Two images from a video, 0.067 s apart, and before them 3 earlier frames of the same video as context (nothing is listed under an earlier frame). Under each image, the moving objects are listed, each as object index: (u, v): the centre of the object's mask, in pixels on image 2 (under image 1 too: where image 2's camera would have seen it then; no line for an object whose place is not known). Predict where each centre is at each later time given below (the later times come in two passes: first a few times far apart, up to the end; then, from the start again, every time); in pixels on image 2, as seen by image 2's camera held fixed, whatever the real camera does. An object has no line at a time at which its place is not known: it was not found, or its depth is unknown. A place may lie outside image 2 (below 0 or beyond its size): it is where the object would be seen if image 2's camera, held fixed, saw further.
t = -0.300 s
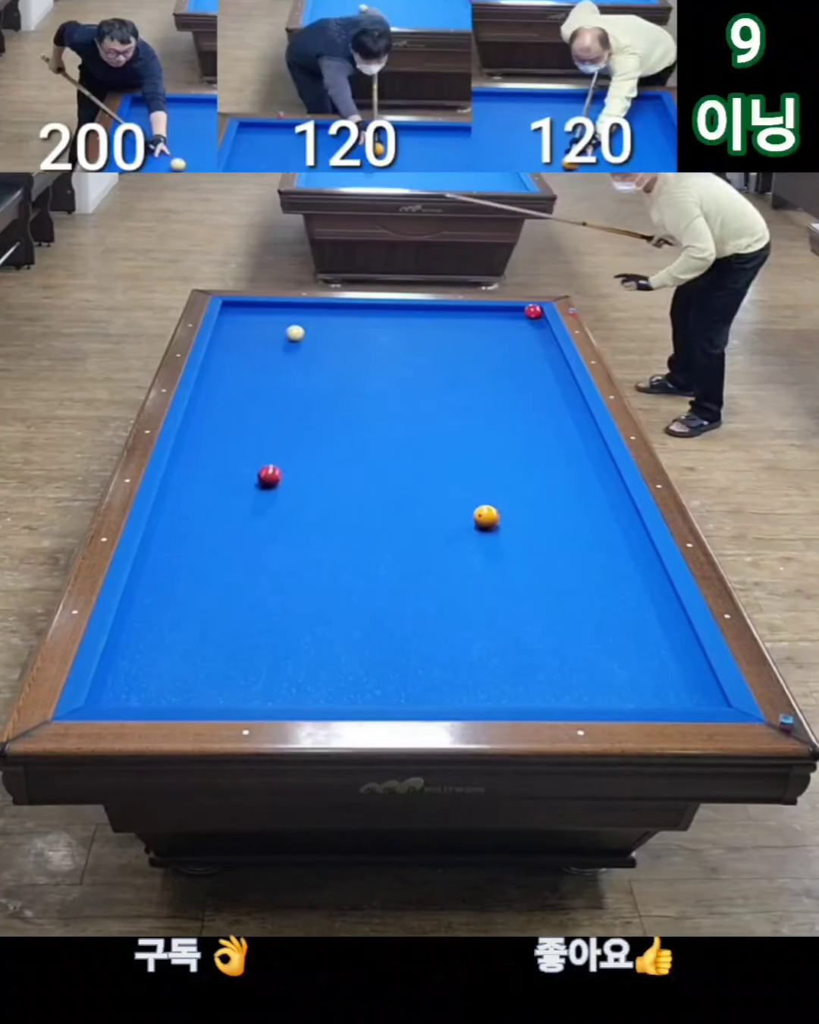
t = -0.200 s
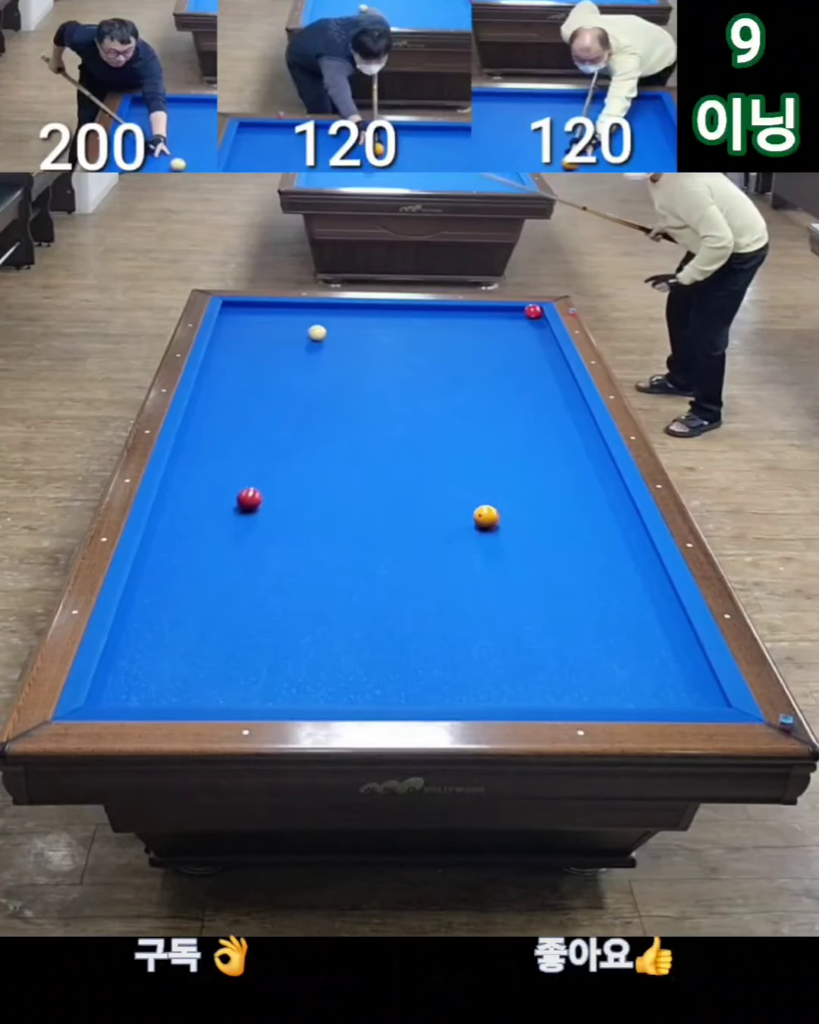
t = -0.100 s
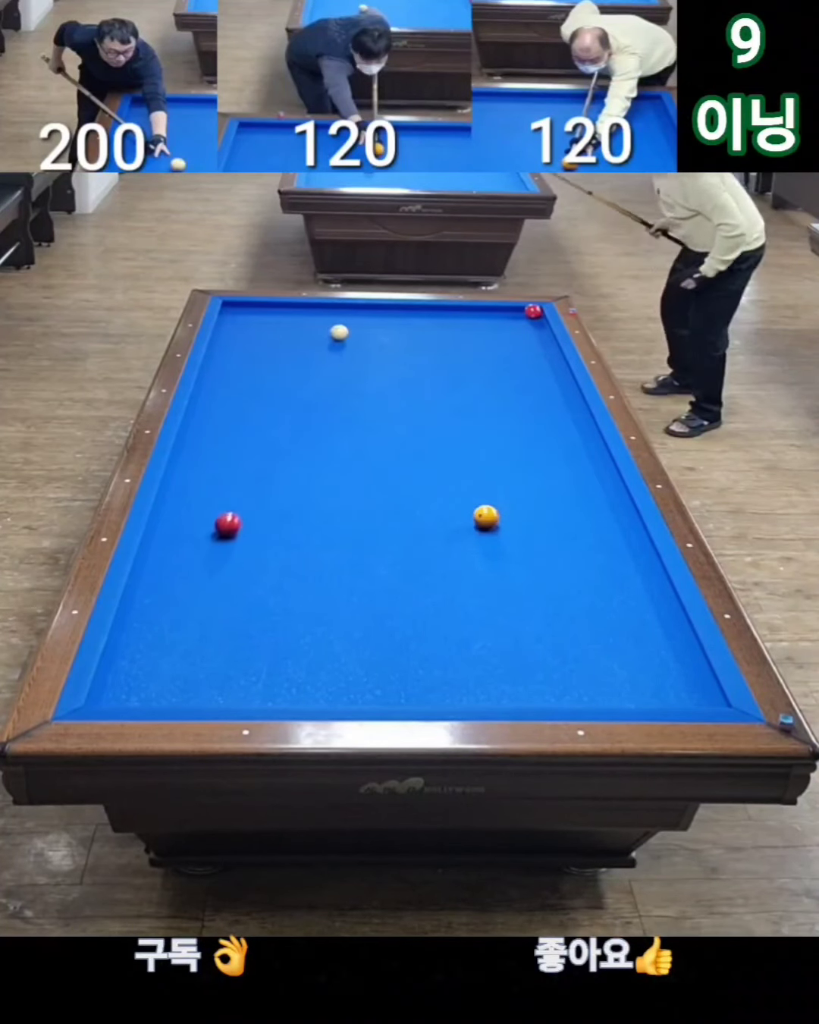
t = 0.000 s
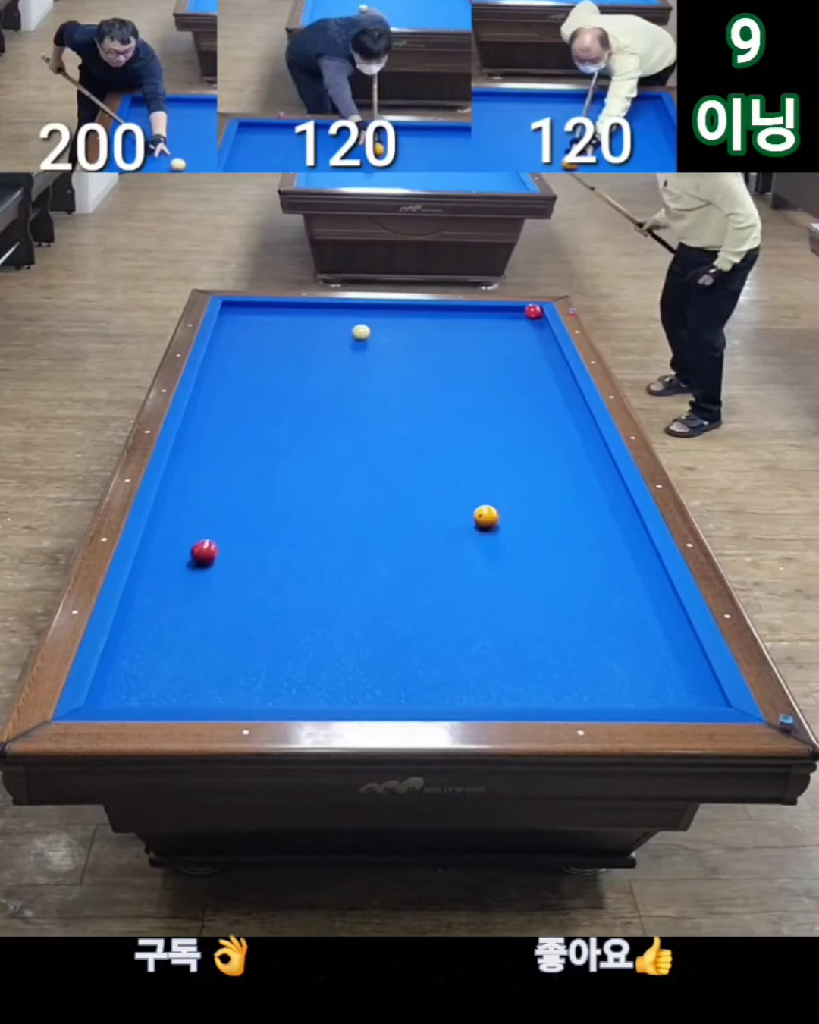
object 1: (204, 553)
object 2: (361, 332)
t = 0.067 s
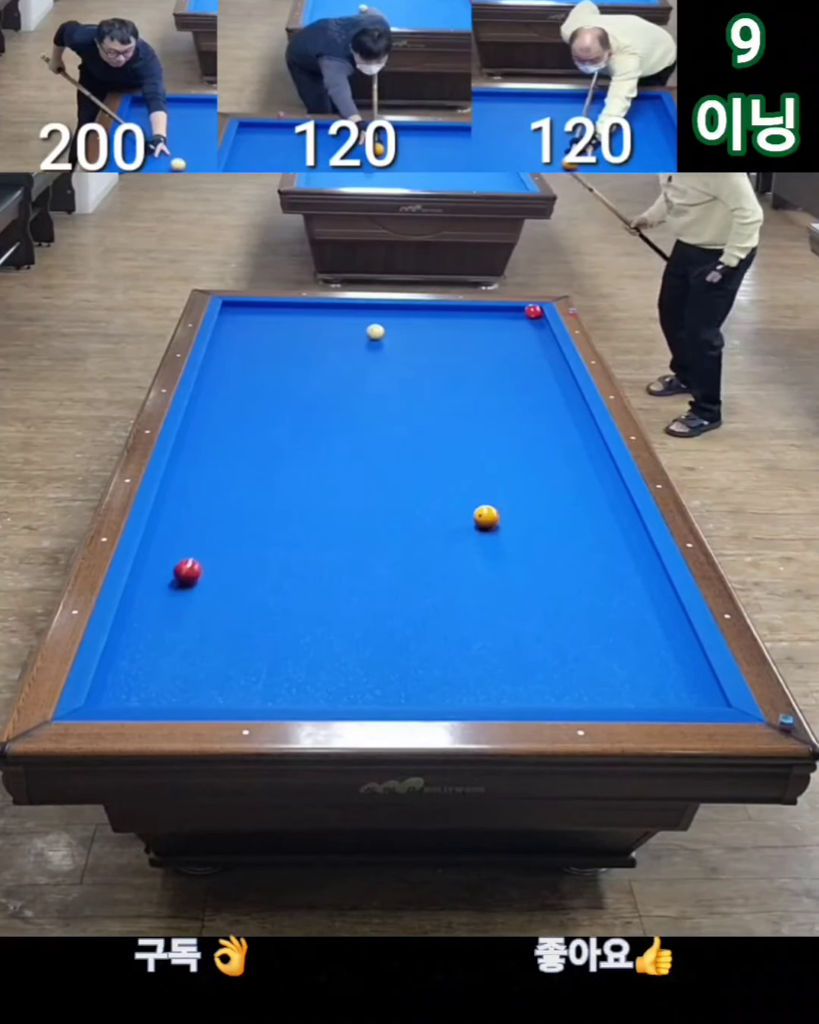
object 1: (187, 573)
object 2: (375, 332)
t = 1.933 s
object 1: (306, 491)
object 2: (437, 323)
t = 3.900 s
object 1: (430, 360)
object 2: (281, 313)
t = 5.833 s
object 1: (495, 320)
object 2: (255, 309)
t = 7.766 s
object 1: (537, 346)
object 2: (270, 309)
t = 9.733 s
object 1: (555, 356)
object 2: (270, 309)
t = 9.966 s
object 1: (556, 357)
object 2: (270, 309)
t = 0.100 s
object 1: (178, 584)
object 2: (382, 332)
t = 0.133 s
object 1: (169, 594)
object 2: (390, 332)
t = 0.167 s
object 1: (160, 605)
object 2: (397, 332)
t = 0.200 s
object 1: (150, 616)
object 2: (404, 332)
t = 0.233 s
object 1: (140, 628)
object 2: (411, 331)
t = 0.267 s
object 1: (130, 639)
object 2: (418, 331)
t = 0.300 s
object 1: (120, 652)
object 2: (425, 331)
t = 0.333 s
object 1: (119, 663)
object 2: (432, 331)
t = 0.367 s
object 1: (120, 674)
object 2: (439, 331)
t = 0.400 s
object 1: (120, 686)
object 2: (445, 331)
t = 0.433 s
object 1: (120, 694)
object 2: (452, 331)
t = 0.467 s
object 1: (125, 693)
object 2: (459, 331)
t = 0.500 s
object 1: (131, 686)
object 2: (466, 331)
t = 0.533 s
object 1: (137, 679)
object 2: (473, 330)
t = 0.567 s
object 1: (143, 672)
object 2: (479, 330)
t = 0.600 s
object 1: (149, 665)
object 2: (486, 330)
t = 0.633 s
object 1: (154, 659)
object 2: (493, 330)
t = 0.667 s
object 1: (159, 654)
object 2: (500, 330)
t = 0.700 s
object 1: (164, 648)
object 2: (506, 330)
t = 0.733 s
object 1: (169, 642)
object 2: (513, 330)
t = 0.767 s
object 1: (174, 637)
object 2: (520, 330)
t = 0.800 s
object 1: (179, 631)
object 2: (526, 330)
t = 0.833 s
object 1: (183, 626)
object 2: (533, 329)
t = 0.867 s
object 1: (188, 621)
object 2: (539, 329)
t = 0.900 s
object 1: (193, 616)
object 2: (543, 329)
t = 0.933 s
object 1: (198, 611)
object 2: (538, 329)
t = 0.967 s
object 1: (202, 606)
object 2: (534, 328)
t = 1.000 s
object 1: (206, 601)
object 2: (530, 328)
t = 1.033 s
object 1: (211, 596)
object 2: (527, 328)
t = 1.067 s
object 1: (215, 591)
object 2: (523, 328)
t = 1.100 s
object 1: (219, 586)
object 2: (520, 328)
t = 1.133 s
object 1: (223, 582)
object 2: (516, 328)
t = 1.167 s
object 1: (228, 577)
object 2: (513, 327)
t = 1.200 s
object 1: (231, 573)
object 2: (509, 327)
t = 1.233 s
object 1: (236, 569)
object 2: (506, 327)
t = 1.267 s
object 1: (240, 564)
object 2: (503, 327)
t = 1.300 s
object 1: (243, 560)
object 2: (499, 326)
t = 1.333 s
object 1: (247, 555)
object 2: (496, 326)
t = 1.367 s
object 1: (251, 551)
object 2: (493, 326)
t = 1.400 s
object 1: (254, 548)
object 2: (489, 326)
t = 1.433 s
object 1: (258, 544)
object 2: (486, 326)
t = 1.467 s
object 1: (262, 540)
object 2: (482, 326)
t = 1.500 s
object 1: (265, 536)
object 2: (479, 325)
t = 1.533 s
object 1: (269, 532)
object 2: (476, 325)
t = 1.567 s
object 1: (272, 529)
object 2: (473, 325)
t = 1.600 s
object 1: (275, 525)
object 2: (469, 325)
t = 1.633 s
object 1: (278, 521)
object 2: (466, 325)
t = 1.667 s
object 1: (282, 518)
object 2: (463, 325)
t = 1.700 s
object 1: (285, 514)
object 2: (460, 325)
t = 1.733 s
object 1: (288, 511)
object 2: (457, 324)
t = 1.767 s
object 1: (291, 507)
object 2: (453, 324)
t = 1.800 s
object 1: (294, 504)
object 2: (450, 324)
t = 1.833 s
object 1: (297, 501)
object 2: (447, 324)
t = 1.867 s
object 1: (301, 497)
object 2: (443, 324)
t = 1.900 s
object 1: (303, 494)
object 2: (440, 323)
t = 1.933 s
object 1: (306, 491)
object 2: (437, 323)
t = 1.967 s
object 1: (309, 488)
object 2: (434, 323)
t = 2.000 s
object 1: (312, 485)
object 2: (431, 323)
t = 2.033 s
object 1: (315, 482)
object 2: (428, 322)
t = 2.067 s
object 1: (318, 479)
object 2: (425, 322)
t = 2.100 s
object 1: (320, 476)
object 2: (422, 322)
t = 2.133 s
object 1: (323, 473)
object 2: (419, 322)
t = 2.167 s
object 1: (326, 470)
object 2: (416, 322)
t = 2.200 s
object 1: (328, 467)
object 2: (413, 322)
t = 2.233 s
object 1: (331, 464)
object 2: (410, 321)
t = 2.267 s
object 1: (334, 461)
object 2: (407, 321)
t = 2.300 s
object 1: (336, 459)
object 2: (404, 321)
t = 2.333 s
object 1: (339, 456)
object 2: (401, 321)
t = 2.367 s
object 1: (341, 453)
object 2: (398, 321)
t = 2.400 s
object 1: (344, 451)
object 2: (395, 320)
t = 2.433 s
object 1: (346, 448)
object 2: (392, 320)
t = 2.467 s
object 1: (349, 446)
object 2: (389, 320)
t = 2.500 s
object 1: (351, 443)
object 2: (386, 320)
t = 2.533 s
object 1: (353, 440)
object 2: (384, 320)
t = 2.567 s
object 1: (356, 438)
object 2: (381, 320)
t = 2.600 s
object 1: (358, 435)
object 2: (378, 319)
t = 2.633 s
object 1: (360, 433)
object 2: (375, 319)
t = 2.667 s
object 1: (362, 431)
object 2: (373, 319)
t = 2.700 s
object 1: (365, 428)
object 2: (370, 319)
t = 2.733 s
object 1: (367, 426)
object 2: (367, 319)
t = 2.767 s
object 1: (369, 424)
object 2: (364, 319)
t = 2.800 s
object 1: (371, 422)
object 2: (362, 319)
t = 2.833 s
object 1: (373, 420)
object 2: (359, 318)
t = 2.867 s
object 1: (376, 417)
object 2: (356, 318)
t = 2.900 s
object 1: (377, 415)
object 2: (354, 318)
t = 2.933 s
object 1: (379, 413)
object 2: (351, 318)
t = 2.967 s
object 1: (381, 411)
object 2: (348, 317)
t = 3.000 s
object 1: (383, 409)
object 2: (346, 317)
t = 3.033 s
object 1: (385, 406)
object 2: (343, 317)
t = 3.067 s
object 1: (387, 404)
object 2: (341, 317)
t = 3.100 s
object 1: (389, 402)
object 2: (338, 317)
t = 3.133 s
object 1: (391, 400)
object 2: (335, 316)
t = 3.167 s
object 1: (393, 398)
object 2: (332, 316)
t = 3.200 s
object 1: (395, 396)
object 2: (330, 316)
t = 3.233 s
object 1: (397, 394)
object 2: (328, 316)
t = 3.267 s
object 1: (399, 392)
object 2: (325, 316)
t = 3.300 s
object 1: (400, 390)
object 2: (323, 316)
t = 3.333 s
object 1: (402, 389)
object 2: (320, 316)
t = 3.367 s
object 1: (404, 387)
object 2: (318, 315)
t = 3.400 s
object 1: (406, 385)
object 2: (315, 315)
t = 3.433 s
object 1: (408, 383)
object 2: (313, 315)
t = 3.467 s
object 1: (409, 381)
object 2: (311, 315)
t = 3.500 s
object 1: (411, 380)
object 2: (308, 315)
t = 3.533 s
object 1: (413, 378)
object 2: (306, 315)
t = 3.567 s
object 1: (414, 376)
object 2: (303, 314)
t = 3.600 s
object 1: (416, 374)
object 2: (301, 314)
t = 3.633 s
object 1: (418, 373)
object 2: (299, 314)
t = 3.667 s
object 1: (419, 371)
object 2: (296, 314)
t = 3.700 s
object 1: (421, 369)
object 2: (294, 314)
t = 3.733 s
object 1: (422, 367)
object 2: (292, 314)
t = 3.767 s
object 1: (424, 366)
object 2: (290, 314)
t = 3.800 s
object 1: (425, 364)
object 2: (287, 313)
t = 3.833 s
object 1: (427, 363)
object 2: (285, 313)
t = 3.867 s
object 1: (428, 361)
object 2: (283, 313)
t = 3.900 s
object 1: (430, 360)
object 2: (281, 313)
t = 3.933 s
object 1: (431, 358)
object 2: (279, 312)
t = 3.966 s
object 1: (433, 357)
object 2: (276, 312)
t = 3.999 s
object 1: (434, 355)
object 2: (274, 312)
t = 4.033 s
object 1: (435, 354)
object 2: (272, 312)
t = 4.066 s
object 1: (437, 352)
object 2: (270, 312)
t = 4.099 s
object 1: (438, 351)
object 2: (268, 312)
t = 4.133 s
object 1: (439, 349)
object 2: (266, 312)
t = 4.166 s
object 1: (441, 348)
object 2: (264, 311)
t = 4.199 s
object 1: (442, 346)
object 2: (262, 311)
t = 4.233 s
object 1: (443, 345)
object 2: (259, 311)
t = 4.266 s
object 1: (445, 344)
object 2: (257, 311)
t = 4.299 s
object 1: (446, 342)
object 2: (255, 311)
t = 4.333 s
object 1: (447, 341)
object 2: (253, 311)
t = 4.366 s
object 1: (449, 340)
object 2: (251, 311)
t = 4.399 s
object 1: (450, 338)
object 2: (249, 311)
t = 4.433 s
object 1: (451, 337)
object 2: (247, 311)
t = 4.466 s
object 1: (452, 336)
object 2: (246, 310)
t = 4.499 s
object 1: (454, 335)
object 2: (244, 310)
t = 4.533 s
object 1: (455, 333)
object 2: (242, 310)
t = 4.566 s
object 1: (456, 332)
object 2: (240, 310)
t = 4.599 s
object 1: (457, 331)
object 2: (238, 310)
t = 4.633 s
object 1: (458, 329)
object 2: (236, 310)
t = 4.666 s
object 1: (460, 328)
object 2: (234, 310)
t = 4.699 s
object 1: (461, 327)
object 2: (232, 309)
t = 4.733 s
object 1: (462, 326)
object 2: (231, 309)
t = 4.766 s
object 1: (463, 324)
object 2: (229, 309)
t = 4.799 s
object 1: (464, 323)
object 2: (229, 309)
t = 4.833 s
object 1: (465, 322)
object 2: (230, 309)
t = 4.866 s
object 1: (466, 321)
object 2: (230, 309)
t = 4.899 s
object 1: (467, 320)
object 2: (231, 309)
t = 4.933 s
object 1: (468, 319)
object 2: (232, 309)
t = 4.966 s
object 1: (470, 318)
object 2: (233, 309)
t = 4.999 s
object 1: (471, 317)
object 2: (234, 309)
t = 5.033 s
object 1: (471, 315)
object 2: (235, 309)
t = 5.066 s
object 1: (472, 314)
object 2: (236, 309)
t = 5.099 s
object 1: (473, 313)
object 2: (238, 309)
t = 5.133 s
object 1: (475, 312)
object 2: (239, 309)
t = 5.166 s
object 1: (475, 311)
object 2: (239, 309)
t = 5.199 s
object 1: (476, 310)
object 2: (240, 309)
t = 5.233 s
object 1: (477, 310)
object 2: (241, 309)
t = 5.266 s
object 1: (478, 310)
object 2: (242, 309)
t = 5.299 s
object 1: (480, 311)
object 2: (243, 309)
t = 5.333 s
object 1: (481, 311)
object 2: (244, 309)
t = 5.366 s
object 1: (482, 312)
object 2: (244, 309)
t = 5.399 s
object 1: (483, 312)
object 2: (245, 309)
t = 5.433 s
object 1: (484, 313)
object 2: (246, 309)
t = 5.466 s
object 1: (485, 314)
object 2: (247, 309)
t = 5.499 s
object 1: (486, 314)
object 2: (248, 309)
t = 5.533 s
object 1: (487, 315)
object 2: (248, 309)
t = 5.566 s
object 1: (488, 315)
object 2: (249, 309)
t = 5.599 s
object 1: (489, 316)
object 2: (250, 309)
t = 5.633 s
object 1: (489, 317)
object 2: (250, 309)
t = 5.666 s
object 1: (490, 317)
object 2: (251, 309)
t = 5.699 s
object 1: (492, 317)
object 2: (252, 309)
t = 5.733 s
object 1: (493, 318)
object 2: (253, 309)
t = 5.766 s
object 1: (494, 319)
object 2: (253, 309)
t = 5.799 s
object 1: (495, 319)
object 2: (254, 309)
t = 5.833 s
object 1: (495, 320)
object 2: (255, 309)
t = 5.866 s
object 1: (496, 321)
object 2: (255, 309)
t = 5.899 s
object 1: (497, 321)
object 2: (256, 309)
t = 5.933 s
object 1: (498, 322)
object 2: (256, 309)
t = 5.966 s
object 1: (499, 323)
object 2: (257, 309)
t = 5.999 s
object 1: (500, 323)
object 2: (257, 309)
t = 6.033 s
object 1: (500, 323)
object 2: (258, 309)
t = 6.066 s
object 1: (501, 324)
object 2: (259, 309)
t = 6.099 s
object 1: (502, 324)
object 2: (259, 309)
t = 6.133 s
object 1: (503, 325)
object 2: (260, 309)
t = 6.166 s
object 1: (504, 325)
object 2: (260, 309)
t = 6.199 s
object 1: (505, 326)
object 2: (261, 309)
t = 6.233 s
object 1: (506, 327)
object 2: (261, 309)
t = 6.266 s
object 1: (507, 327)
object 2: (262, 309)
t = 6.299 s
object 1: (508, 328)
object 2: (262, 309)
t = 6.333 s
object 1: (508, 328)
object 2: (263, 309)
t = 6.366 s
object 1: (509, 329)
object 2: (263, 309)
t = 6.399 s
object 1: (510, 329)
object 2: (263, 309)
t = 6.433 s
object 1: (510, 330)
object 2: (264, 309)
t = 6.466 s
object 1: (511, 330)
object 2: (264, 309)
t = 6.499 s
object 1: (512, 330)
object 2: (265, 309)
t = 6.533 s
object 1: (513, 331)
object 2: (265, 309)
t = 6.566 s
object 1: (513, 331)
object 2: (265, 309)
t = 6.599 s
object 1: (514, 332)
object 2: (266, 309)
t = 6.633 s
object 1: (515, 332)
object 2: (266, 309)
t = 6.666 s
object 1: (516, 333)
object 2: (266, 309)
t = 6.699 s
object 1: (517, 333)
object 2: (266, 309)
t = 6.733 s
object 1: (517, 334)
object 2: (267, 309)
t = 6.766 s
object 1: (518, 334)
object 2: (267, 309)
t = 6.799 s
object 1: (519, 335)
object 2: (267, 309)
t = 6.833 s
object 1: (519, 336)
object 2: (267, 309)
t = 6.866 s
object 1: (520, 336)
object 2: (268, 309)
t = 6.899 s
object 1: (521, 336)
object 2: (268, 309)
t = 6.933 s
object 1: (521, 337)
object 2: (268, 309)
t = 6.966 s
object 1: (522, 337)
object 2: (268, 309)
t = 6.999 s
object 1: (523, 338)
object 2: (268, 309)
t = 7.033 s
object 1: (523, 338)
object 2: (268, 309)
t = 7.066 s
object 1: (524, 338)
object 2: (269, 309)
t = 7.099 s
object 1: (525, 339)
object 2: (269, 309)
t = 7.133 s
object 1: (525, 339)
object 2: (269, 309)
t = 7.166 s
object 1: (526, 340)
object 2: (269, 309)
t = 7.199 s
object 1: (527, 340)
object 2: (269, 309)
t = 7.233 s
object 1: (528, 340)
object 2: (269, 309)
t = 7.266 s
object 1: (528, 341)
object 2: (269, 309)
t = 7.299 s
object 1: (529, 341)
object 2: (269, 309)
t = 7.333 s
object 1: (530, 342)
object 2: (269, 309)
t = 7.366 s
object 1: (530, 342)
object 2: (270, 309)
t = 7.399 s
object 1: (531, 343)
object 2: (270, 309)
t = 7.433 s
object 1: (532, 343)
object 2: (270, 309)
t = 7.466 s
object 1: (532, 343)
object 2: (270, 309)
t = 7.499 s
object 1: (533, 343)
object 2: (270, 309)
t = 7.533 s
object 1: (533, 344)
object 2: (270, 309)
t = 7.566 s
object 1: (534, 344)
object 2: (270, 309)
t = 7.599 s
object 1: (535, 345)
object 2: (270, 309)
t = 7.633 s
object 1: (535, 345)
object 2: (270, 309)
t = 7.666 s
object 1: (536, 345)
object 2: (270, 309)
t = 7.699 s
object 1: (536, 346)
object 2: (270, 309)
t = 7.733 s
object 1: (537, 346)
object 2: (270, 309)
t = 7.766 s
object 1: (537, 346)
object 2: (270, 309)
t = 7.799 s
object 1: (538, 346)
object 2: (270, 309)
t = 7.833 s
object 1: (538, 347)
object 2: (270, 309)
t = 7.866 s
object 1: (539, 347)
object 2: (270, 309)
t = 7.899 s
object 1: (540, 348)
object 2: (270, 309)
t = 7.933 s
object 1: (540, 348)
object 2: (270, 309)
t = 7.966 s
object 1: (540, 348)
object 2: (270, 309)
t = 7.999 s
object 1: (541, 348)
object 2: (270, 309)
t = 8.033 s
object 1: (541, 349)
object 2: (270, 309)
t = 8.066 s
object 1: (542, 349)
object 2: (270, 309)
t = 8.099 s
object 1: (542, 349)
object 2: (270, 309)
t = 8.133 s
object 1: (543, 350)
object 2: (270, 309)
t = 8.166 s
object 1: (543, 350)
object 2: (270, 309)
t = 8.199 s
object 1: (544, 350)
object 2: (270, 309)
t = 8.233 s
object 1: (544, 350)
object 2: (270, 309)
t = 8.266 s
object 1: (545, 350)
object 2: (270, 309)
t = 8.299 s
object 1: (545, 351)
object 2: (270, 309)
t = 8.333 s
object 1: (546, 351)
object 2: (270, 309)
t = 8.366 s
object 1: (546, 351)
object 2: (270, 309)
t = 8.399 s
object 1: (546, 351)
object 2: (270, 309)
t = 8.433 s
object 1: (546, 352)
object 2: (270, 309)
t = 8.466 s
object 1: (547, 352)
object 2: (270, 309)
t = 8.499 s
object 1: (547, 352)
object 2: (270, 309)
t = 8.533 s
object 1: (548, 352)
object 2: (270, 309)
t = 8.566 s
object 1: (548, 352)
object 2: (270, 309)
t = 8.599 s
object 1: (548, 353)
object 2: (270, 309)
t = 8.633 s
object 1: (549, 353)
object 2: (270, 309)
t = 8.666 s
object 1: (549, 353)
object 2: (270, 309)
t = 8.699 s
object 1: (549, 353)
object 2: (270, 309)
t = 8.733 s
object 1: (550, 353)
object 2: (270, 309)
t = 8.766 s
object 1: (550, 353)
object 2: (270, 309)
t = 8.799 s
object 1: (550, 354)
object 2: (270, 309)
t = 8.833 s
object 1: (551, 354)
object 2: (270, 309)
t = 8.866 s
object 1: (551, 354)
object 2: (270, 309)
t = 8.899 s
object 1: (551, 354)
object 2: (270, 309)
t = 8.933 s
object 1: (551, 354)
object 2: (270, 309)
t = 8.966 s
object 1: (551, 355)
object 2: (270, 309)
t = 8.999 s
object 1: (552, 355)
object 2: (270, 309)
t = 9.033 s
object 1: (552, 355)
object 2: (270, 309)
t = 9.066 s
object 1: (552, 355)
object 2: (270, 309)
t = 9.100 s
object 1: (552, 355)
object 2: (270, 309)
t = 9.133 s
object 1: (552, 355)
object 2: (270, 309)
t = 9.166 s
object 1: (552, 355)
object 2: (270, 309)
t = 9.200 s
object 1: (553, 355)
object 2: (270, 309)
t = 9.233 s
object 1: (553, 355)
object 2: (270, 309)
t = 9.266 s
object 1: (553, 356)
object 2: (270, 309)
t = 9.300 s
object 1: (553, 356)
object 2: (270, 309)
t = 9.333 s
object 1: (553, 356)
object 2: (270, 309)
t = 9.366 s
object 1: (554, 356)
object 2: (270, 309)
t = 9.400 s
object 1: (554, 356)
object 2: (270, 309)
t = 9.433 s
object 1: (554, 356)
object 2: (270, 309)
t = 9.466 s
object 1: (554, 356)
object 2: (270, 309)
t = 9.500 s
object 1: (554, 356)
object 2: (270, 309)
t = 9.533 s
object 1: (554, 356)
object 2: (270, 309)
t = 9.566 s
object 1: (554, 356)
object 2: (270, 309)
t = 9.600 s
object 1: (554, 356)
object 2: (270, 309)
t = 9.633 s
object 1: (554, 356)
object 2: (270, 309)
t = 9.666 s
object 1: (554, 356)
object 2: (270, 309)
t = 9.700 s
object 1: (555, 356)
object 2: (270, 309)
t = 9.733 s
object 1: (555, 356)
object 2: (270, 309)
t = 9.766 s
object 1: (555, 356)
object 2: (270, 309)
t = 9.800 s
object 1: (555, 356)
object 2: (270, 309)
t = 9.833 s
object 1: (555, 356)
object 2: (270, 309)
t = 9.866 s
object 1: (555, 356)
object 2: (270, 309)
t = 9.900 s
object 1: (555, 356)
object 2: (270, 310)
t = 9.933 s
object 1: (555, 356)
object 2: (270, 309)
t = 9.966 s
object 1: (556, 357)
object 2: (270, 309)
